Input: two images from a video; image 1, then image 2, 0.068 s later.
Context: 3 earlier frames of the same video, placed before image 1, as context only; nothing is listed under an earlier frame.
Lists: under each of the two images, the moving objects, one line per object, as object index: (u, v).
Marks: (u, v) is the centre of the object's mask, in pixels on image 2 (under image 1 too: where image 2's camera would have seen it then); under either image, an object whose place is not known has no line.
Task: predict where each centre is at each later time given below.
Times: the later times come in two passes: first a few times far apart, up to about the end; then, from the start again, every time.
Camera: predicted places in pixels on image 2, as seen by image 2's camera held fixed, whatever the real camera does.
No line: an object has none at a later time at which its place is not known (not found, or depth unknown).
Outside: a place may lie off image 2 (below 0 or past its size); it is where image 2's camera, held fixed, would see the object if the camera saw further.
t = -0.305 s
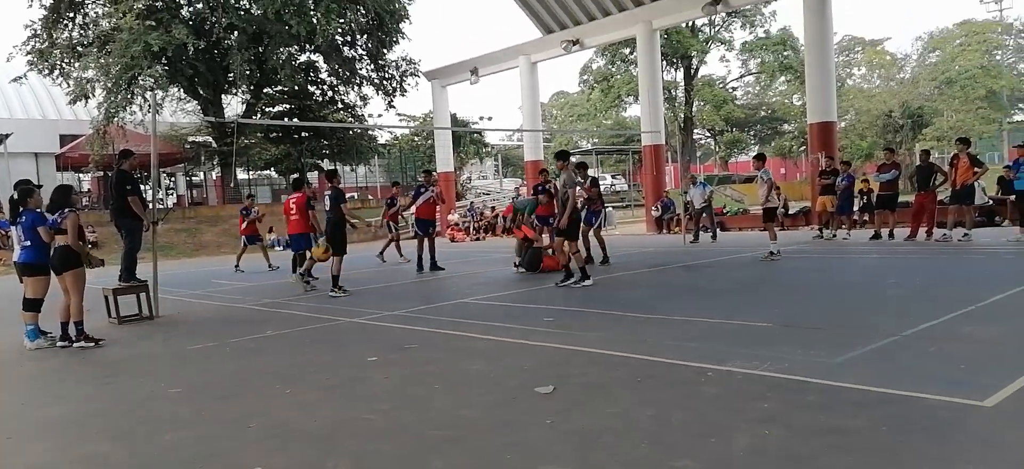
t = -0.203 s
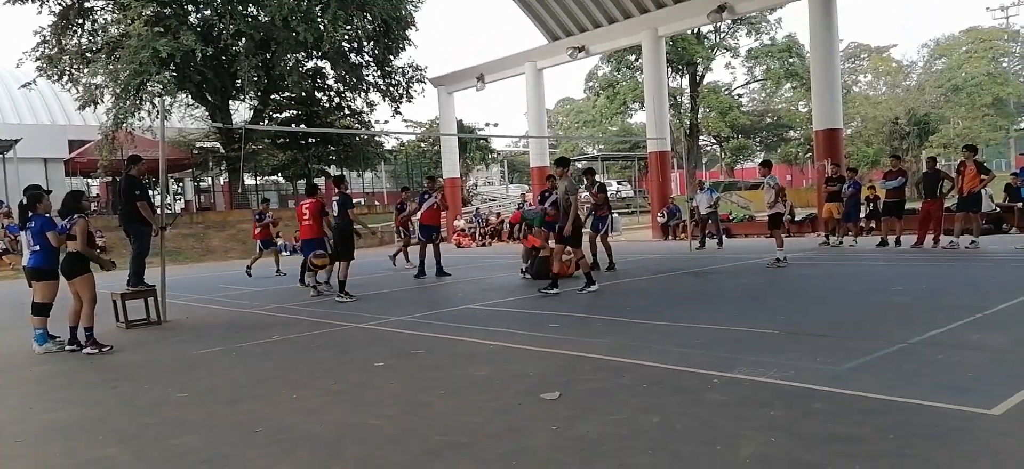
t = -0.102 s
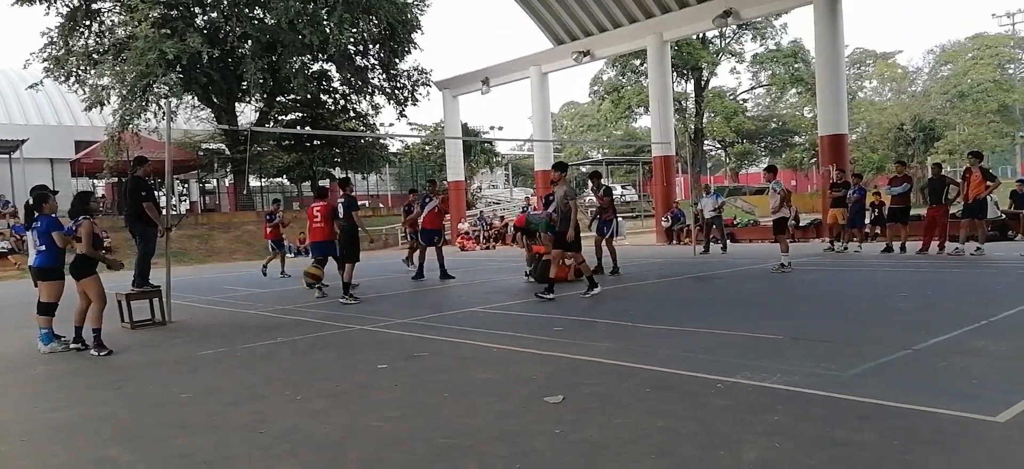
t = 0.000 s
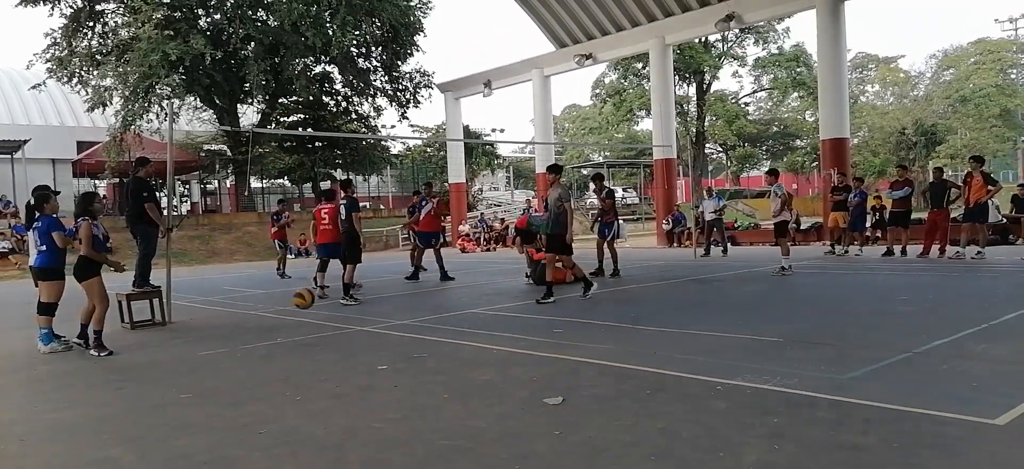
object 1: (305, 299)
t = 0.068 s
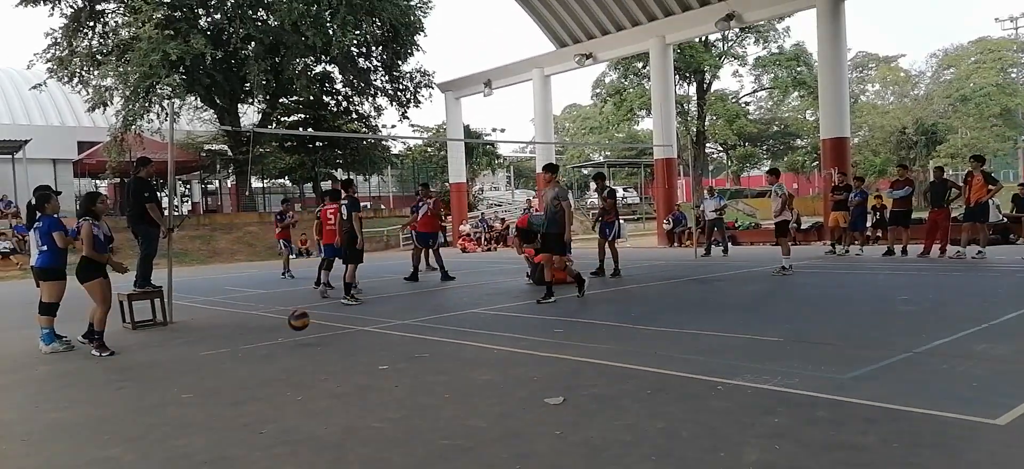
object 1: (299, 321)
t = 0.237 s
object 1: (277, 307)
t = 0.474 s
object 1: (244, 298)
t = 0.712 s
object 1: (210, 354)
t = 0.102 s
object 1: (295, 333)
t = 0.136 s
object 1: (291, 327)
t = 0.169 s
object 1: (286, 319)
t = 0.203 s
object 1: (281, 313)
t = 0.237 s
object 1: (277, 307)
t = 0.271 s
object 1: (272, 302)
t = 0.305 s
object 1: (268, 298)
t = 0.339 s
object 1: (263, 296)
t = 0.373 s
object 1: (258, 294)
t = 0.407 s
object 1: (253, 295)
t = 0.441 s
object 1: (248, 296)
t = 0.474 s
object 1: (244, 298)
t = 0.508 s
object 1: (239, 302)
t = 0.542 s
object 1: (234, 307)
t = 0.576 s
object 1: (229, 313)
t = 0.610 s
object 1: (224, 321)
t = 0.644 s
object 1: (219, 330)
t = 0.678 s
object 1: (214, 342)
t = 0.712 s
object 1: (210, 354)
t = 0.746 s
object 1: (203, 356)
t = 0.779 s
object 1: (197, 348)
